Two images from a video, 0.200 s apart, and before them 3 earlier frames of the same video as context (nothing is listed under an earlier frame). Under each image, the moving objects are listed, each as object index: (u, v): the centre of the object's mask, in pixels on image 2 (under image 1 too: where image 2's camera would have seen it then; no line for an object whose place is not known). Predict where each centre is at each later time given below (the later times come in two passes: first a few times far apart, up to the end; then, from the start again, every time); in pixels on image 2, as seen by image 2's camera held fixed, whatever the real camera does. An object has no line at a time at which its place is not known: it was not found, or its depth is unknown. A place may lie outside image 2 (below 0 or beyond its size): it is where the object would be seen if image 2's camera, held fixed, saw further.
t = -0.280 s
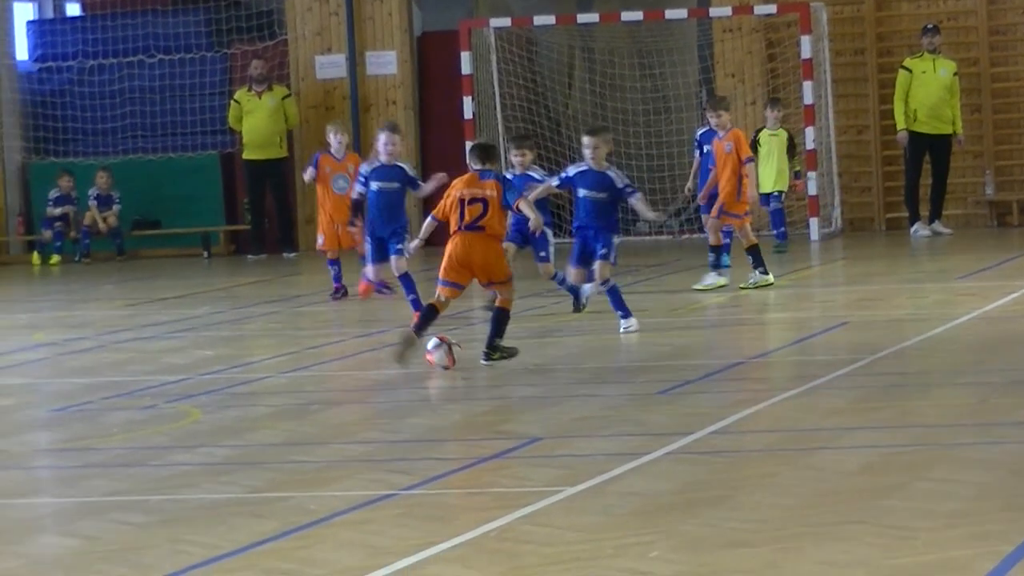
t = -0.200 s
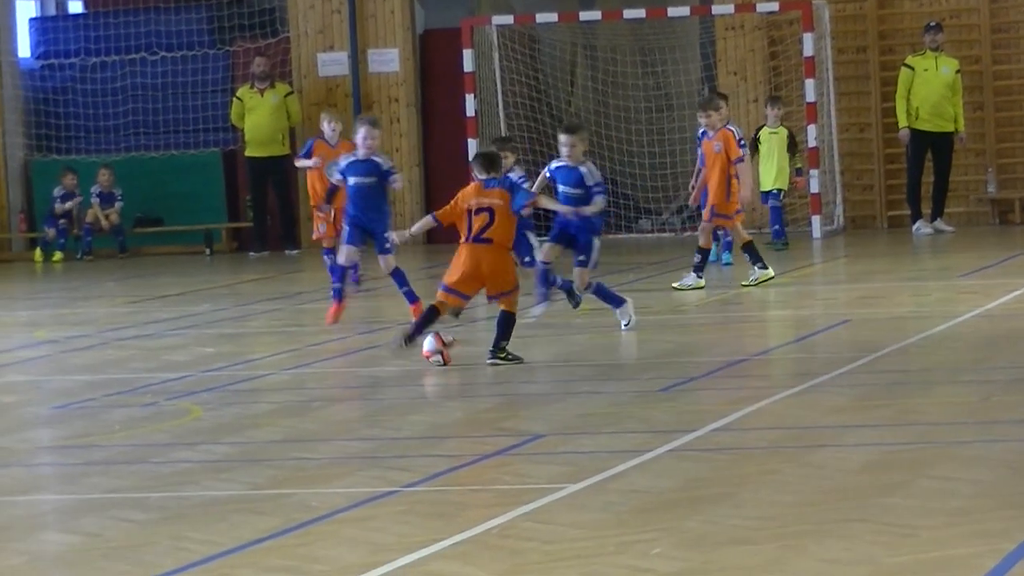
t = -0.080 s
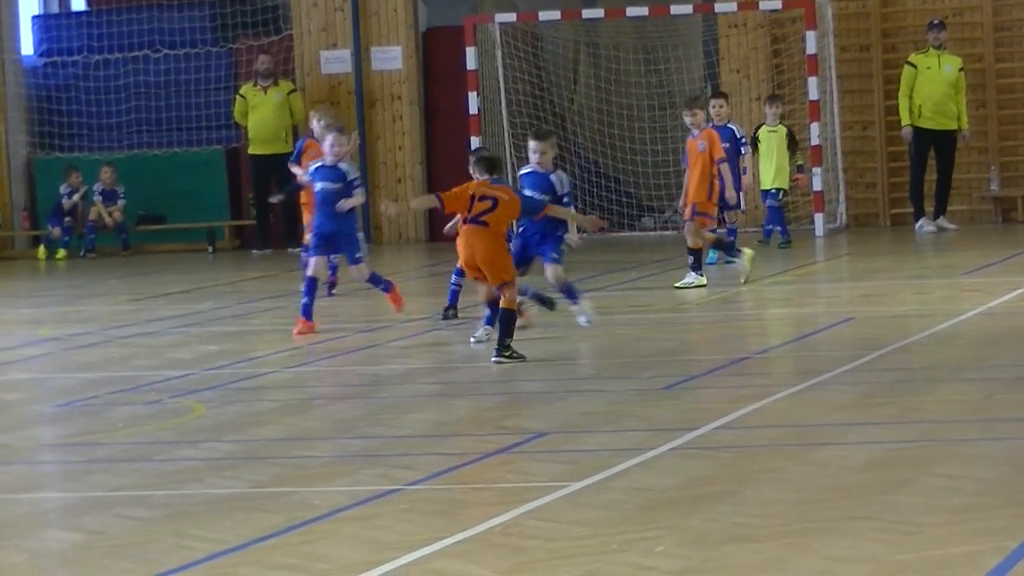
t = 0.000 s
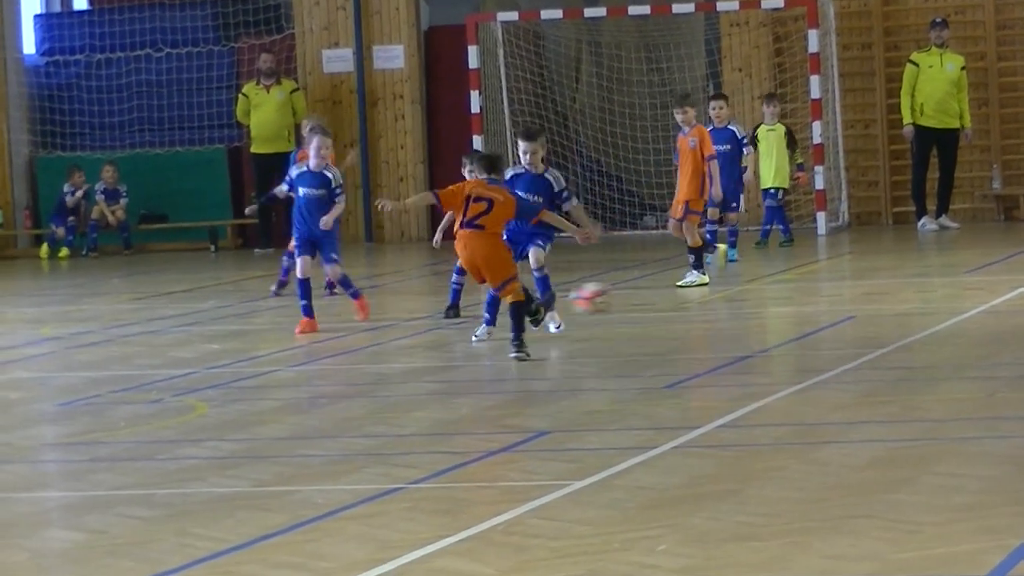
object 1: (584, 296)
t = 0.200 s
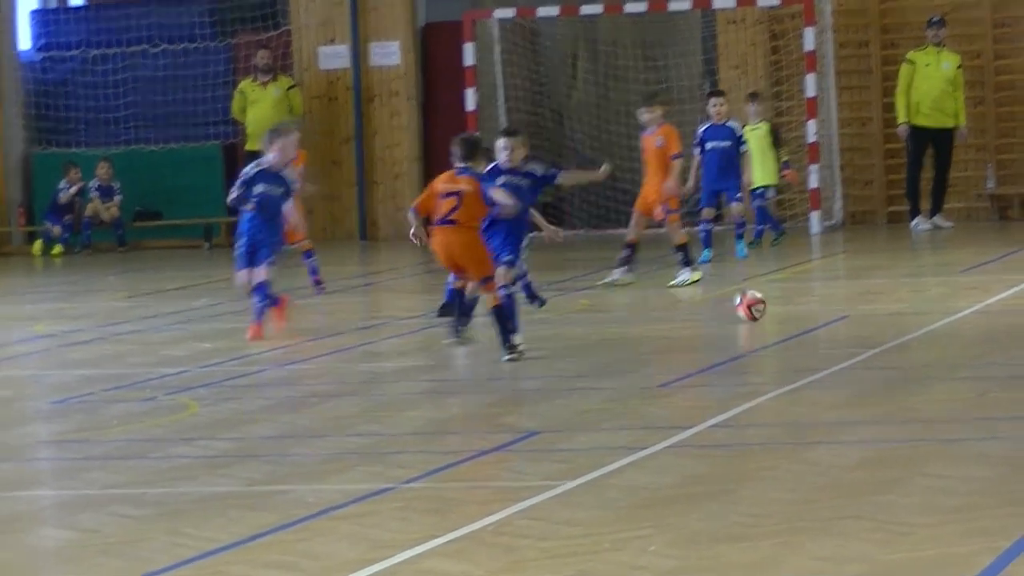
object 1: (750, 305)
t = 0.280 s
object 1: (793, 290)
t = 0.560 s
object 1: (914, 285)
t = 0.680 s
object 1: (957, 280)
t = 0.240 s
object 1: (773, 296)
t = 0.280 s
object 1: (793, 290)
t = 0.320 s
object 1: (813, 286)
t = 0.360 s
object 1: (833, 286)
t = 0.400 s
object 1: (852, 289)
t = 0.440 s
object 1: (872, 289)
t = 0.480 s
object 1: (887, 285)
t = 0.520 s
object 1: (901, 283)
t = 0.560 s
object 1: (914, 285)
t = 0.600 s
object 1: (930, 282)
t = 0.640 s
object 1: (943, 280)
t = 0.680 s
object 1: (957, 280)
